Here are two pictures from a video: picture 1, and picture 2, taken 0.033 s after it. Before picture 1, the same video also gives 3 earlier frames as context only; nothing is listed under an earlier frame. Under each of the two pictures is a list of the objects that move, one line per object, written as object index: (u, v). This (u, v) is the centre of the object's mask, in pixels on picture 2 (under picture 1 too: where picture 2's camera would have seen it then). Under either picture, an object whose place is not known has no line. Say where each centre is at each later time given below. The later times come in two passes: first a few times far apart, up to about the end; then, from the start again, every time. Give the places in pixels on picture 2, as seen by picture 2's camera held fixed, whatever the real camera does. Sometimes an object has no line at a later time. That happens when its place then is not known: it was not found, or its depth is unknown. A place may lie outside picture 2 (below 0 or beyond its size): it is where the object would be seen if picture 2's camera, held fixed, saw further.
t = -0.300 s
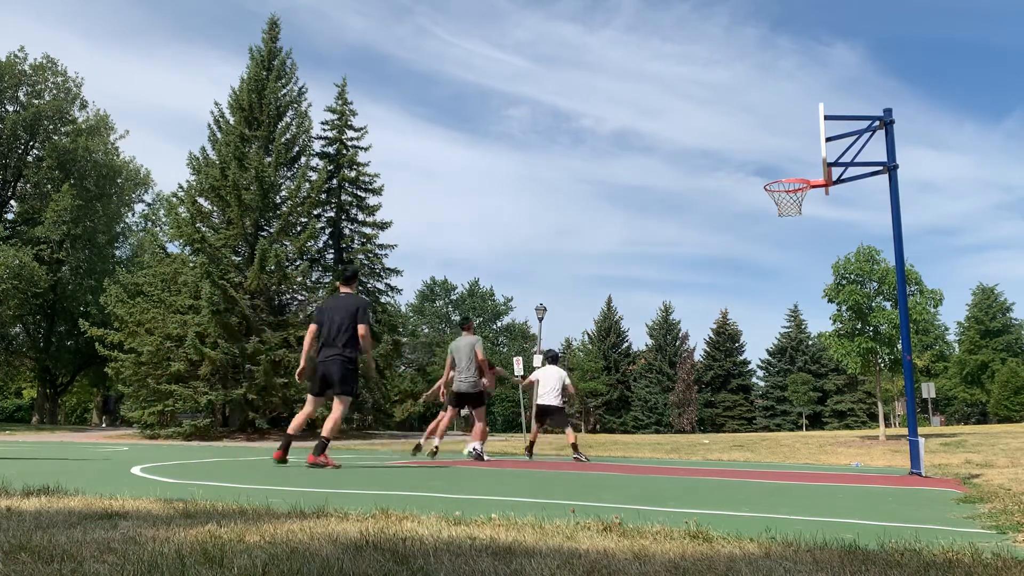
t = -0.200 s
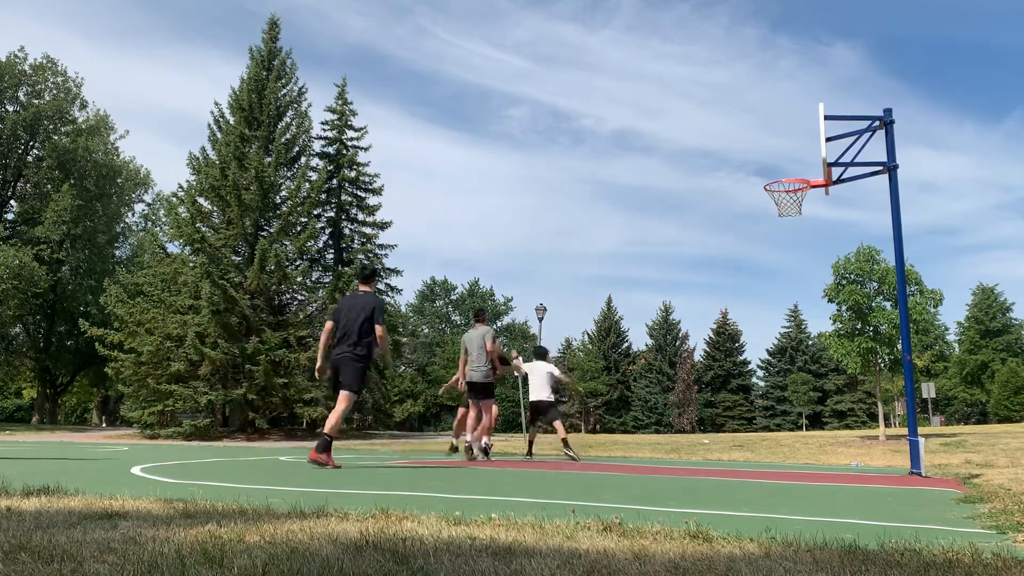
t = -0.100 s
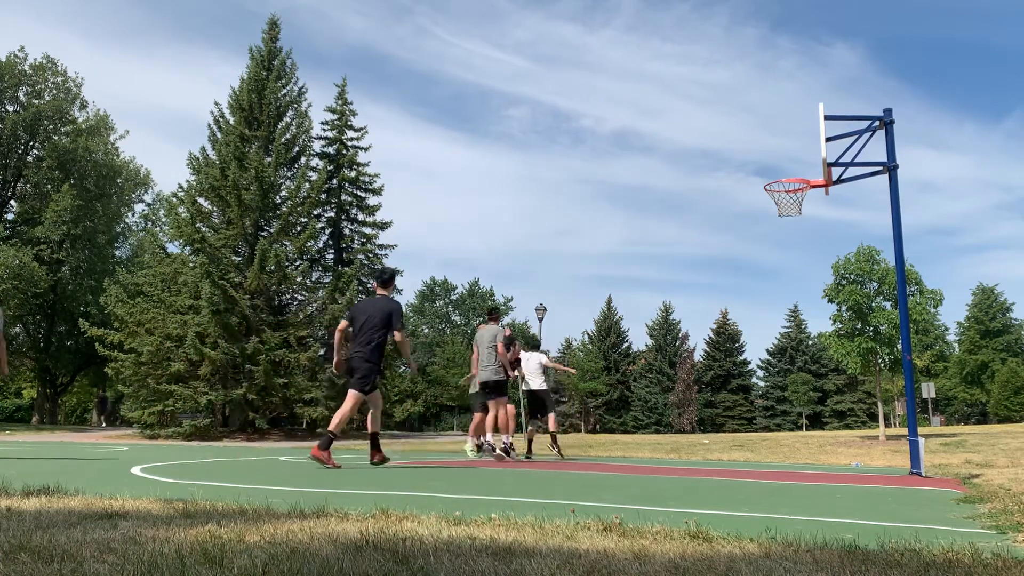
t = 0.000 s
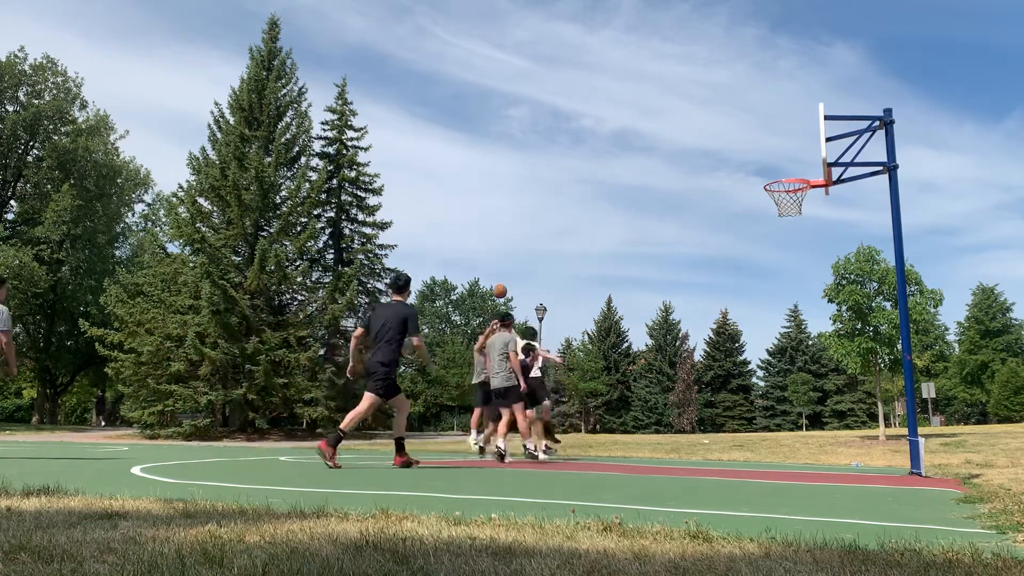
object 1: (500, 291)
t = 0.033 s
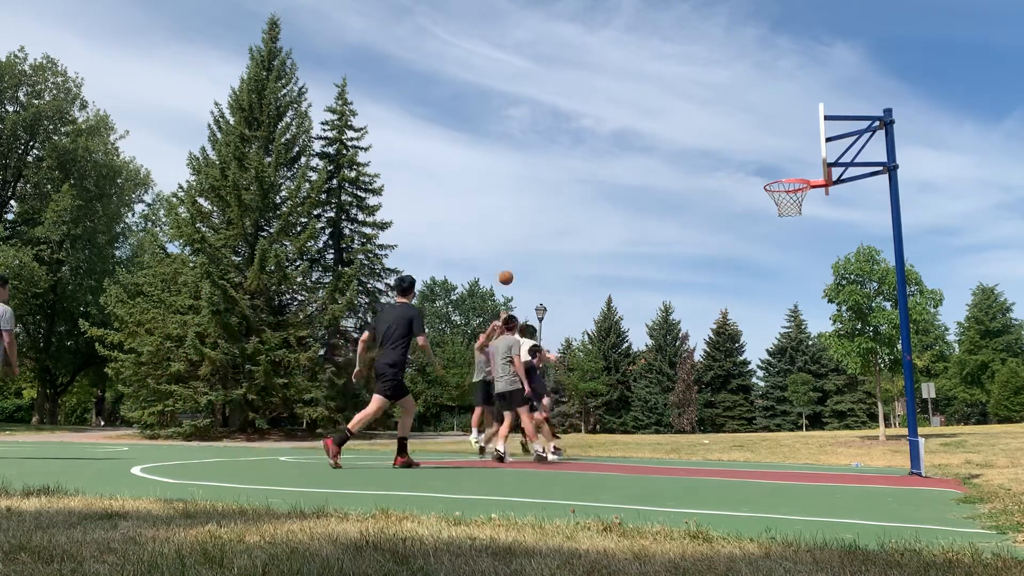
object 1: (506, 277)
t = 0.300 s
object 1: (557, 186)
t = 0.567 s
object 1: (615, 128)
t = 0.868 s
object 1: (690, 115)
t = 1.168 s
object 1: (783, 172)
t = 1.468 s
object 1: (780, 200)
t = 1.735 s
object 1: (791, 206)
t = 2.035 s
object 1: (788, 214)
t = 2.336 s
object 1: (794, 267)
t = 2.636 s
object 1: (802, 401)
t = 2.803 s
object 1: (806, 430)
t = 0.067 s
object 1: (512, 264)
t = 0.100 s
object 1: (518, 252)
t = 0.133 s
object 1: (524, 239)
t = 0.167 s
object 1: (531, 228)
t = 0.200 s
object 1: (537, 216)
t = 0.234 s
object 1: (544, 205)
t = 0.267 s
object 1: (550, 195)
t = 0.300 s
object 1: (557, 186)
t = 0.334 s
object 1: (564, 177)
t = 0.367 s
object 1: (571, 168)
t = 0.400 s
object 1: (578, 160)
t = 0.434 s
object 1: (585, 153)
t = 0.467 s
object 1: (592, 145)
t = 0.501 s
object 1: (600, 139)
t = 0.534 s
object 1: (607, 133)
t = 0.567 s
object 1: (615, 128)
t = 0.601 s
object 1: (622, 124)
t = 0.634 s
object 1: (630, 120)
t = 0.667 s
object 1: (638, 117)
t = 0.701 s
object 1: (646, 115)
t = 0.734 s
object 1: (655, 114)
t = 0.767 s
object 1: (663, 113)
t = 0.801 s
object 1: (672, 113)
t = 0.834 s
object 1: (681, 114)
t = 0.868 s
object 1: (690, 115)
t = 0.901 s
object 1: (699, 118)
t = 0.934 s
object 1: (709, 121)
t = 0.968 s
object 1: (719, 126)
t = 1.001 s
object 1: (729, 131)
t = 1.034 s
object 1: (739, 138)
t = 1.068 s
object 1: (750, 145)
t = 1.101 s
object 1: (761, 154)
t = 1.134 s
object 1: (772, 163)
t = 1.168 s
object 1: (783, 172)
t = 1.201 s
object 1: (795, 188)
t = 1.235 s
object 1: (801, 196)
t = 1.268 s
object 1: (798, 195)
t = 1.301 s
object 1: (794, 195)
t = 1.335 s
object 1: (791, 196)
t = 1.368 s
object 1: (787, 197)
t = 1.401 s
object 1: (783, 199)
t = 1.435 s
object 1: (782, 200)
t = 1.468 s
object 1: (780, 200)
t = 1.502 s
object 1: (780, 201)
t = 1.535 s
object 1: (780, 202)
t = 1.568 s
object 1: (781, 202)
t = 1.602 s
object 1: (783, 203)
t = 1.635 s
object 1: (785, 203)
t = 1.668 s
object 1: (786, 204)
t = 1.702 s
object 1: (789, 206)
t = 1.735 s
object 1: (791, 206)
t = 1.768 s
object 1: (791, 207)
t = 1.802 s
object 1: (792, 207)
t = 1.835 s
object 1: (791, 208)
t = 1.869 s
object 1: (789, 208)
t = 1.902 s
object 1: (789, 209)
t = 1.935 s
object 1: (788, 209)
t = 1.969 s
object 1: (788, 211)
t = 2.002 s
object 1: (788, 212)
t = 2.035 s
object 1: (788, 214)
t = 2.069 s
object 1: (789, 217)
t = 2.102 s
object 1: (790, 220)
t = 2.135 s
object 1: (790, 223)
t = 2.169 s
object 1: (791, 228)
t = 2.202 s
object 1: (792, 233)
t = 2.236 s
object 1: (792, 240)
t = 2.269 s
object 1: (793, 248)
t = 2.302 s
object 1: (794, 257)
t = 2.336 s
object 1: (794, 267)
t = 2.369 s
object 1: (795, 277)
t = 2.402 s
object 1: (796, 289)
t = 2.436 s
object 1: (797, 302)
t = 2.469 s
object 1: (798, 316)
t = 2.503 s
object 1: (799, 330)
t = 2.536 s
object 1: (799, 347)
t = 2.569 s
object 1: (800, 364)
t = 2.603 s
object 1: (801, 382)
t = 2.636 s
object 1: (802, 401)
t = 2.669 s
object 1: (803, 422)
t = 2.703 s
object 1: (805, 444)
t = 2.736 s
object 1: (806, 467)
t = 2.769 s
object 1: (806, 449)
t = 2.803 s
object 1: (806, 430)
